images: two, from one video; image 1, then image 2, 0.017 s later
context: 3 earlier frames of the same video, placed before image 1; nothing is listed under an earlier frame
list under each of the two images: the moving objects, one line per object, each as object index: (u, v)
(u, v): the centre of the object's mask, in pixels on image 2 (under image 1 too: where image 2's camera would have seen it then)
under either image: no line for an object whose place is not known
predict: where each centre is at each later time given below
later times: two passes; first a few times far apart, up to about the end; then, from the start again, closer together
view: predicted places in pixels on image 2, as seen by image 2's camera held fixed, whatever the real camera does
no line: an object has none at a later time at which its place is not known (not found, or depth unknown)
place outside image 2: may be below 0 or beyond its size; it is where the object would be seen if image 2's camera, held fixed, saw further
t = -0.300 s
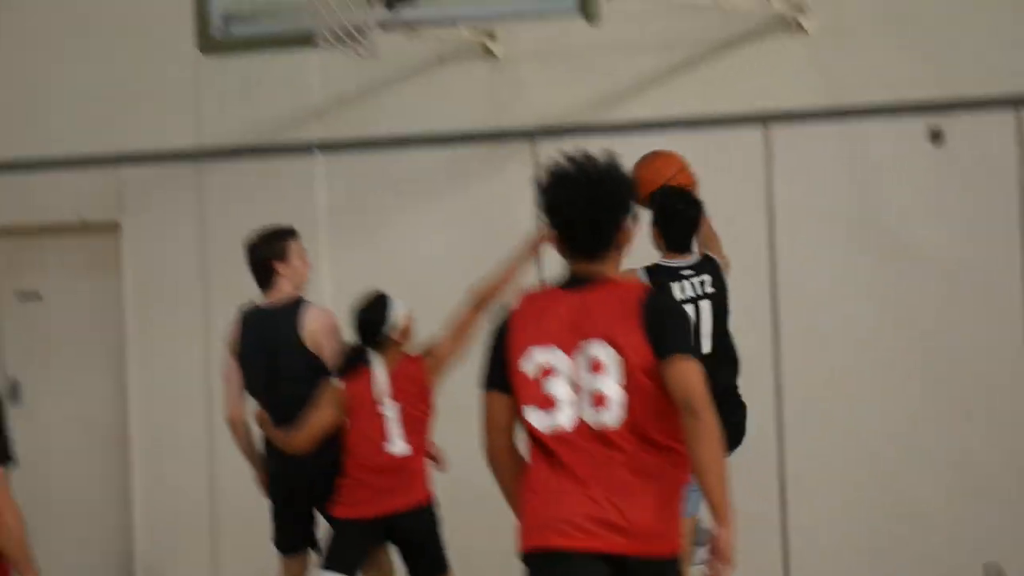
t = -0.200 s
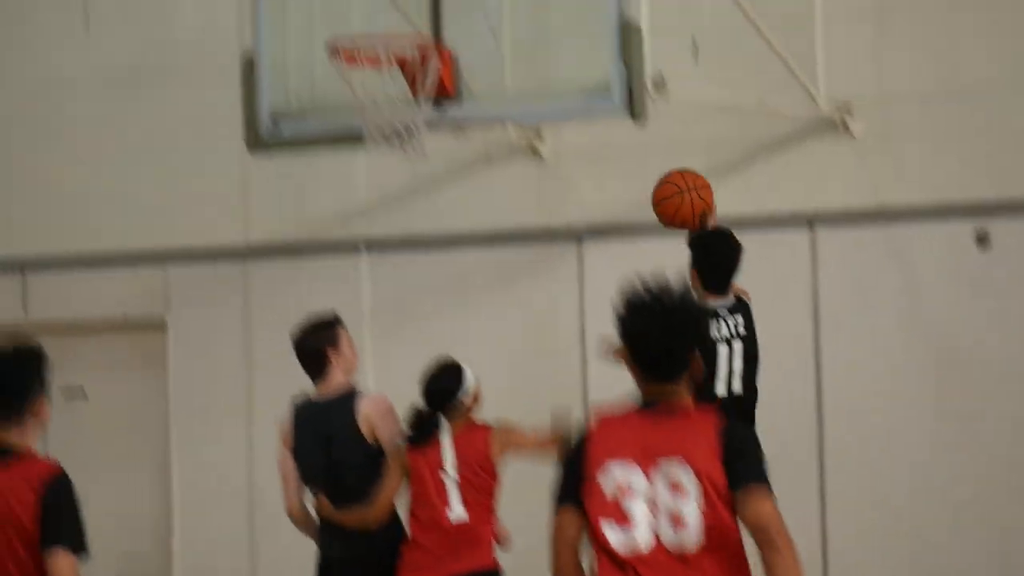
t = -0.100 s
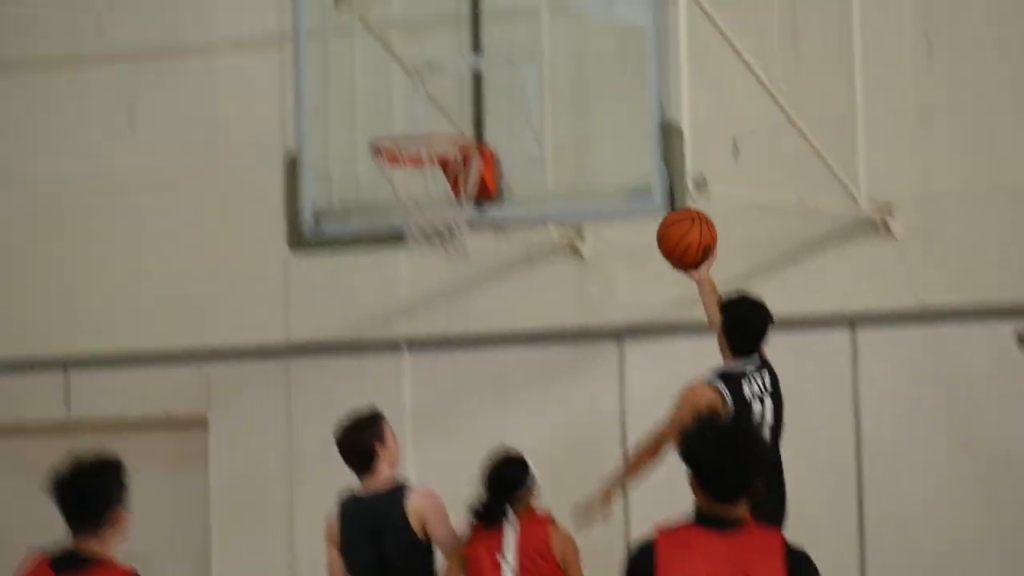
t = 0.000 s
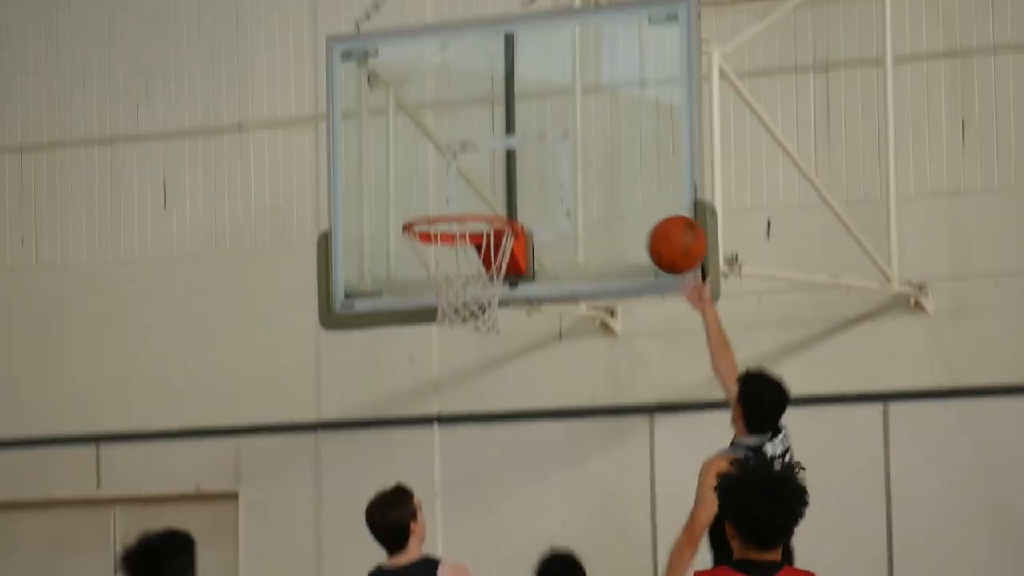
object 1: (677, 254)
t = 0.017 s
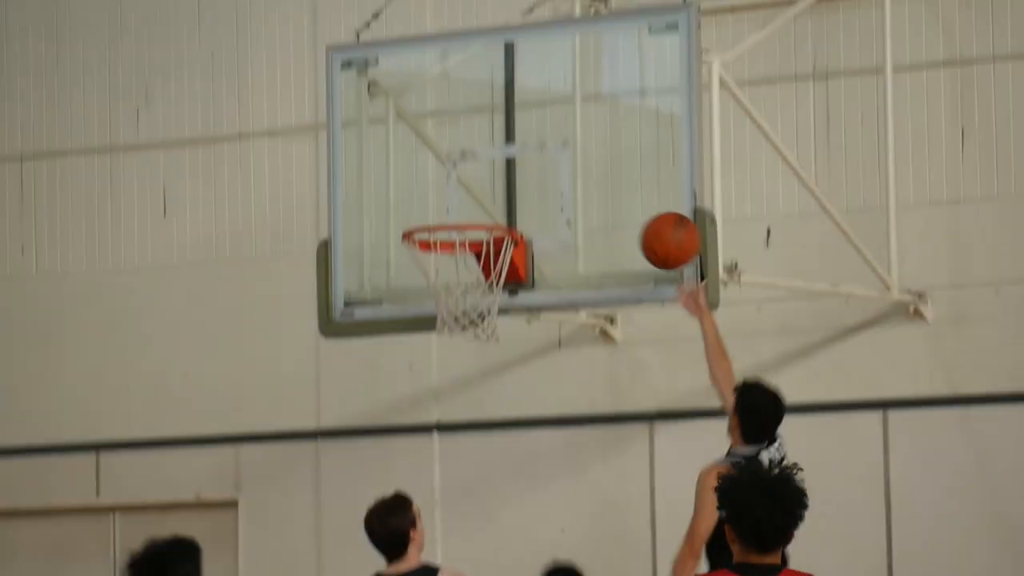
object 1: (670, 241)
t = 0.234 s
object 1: (584, 148)
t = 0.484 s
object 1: (481, 172)
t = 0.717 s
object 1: (450, 292)
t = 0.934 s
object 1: (487, 464)
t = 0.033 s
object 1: (663, 230)
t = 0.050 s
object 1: (656, 219)
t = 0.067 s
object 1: (650, 210)
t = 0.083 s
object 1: (643, 200)
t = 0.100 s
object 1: (637, 193)
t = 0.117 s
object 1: (630, 185)
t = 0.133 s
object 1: (624, 178)
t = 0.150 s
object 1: (618, 172)
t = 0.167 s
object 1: (611, 167)
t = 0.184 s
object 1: (605, 162)
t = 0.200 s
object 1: (598, 157)
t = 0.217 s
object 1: (591, 152)
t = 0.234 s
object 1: (584, 148)
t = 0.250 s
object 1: (577, 146)
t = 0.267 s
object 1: (570, 143)
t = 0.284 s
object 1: (563, 142)
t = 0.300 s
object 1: (556, 140)
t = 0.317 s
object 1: (550, 140)
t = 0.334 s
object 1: (543, 140)
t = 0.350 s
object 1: (535, 142)
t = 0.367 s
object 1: (529, 143)
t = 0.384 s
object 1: (523, 146)
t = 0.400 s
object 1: (516, 148)
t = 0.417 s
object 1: (509, 152)
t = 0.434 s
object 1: (502, 156)
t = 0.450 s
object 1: (495, 161)
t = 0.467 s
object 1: (489, 166)
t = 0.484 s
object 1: (481, 172)
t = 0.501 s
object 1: (475, 179)
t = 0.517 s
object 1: (469, 185)
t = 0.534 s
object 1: (463, 193)
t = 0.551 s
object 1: (456, 201)
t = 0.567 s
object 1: (450, 208)
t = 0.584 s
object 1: (442, 213)
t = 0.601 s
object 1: (435, 231)
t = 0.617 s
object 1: (432, 242)
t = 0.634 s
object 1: (434, 249)
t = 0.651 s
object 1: (438, 258)
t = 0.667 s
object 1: (440, 265)
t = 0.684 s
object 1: (444, 276)
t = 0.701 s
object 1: (447, 284)
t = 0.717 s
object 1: (450, 292)
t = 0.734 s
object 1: (454, 303)
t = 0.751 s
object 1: (457, 312)
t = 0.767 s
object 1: (460, 324)
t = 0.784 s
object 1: (463, 333)
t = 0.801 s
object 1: (467, 347)
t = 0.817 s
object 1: (470, 356)
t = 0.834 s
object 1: (472, 370)
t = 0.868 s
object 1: (478, 398)
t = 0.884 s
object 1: (480, 413)
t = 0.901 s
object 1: (483, 429)
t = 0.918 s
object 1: (485, 446)
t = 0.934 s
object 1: (487, 464)
